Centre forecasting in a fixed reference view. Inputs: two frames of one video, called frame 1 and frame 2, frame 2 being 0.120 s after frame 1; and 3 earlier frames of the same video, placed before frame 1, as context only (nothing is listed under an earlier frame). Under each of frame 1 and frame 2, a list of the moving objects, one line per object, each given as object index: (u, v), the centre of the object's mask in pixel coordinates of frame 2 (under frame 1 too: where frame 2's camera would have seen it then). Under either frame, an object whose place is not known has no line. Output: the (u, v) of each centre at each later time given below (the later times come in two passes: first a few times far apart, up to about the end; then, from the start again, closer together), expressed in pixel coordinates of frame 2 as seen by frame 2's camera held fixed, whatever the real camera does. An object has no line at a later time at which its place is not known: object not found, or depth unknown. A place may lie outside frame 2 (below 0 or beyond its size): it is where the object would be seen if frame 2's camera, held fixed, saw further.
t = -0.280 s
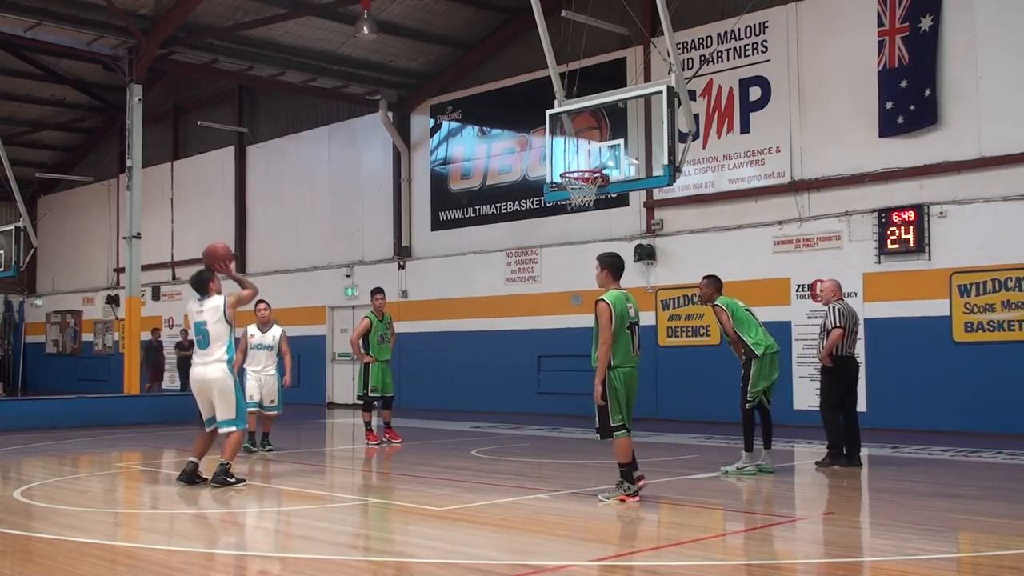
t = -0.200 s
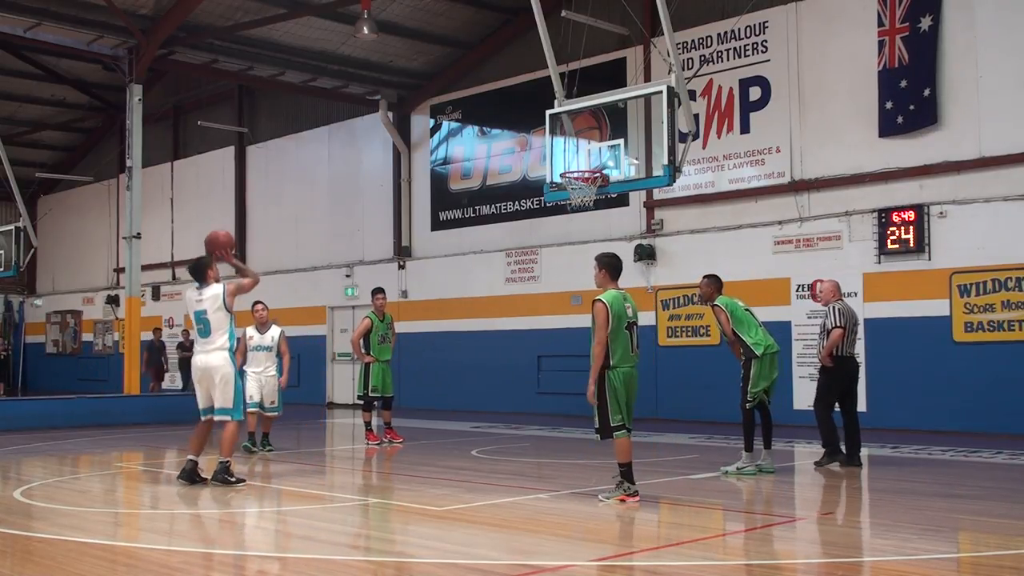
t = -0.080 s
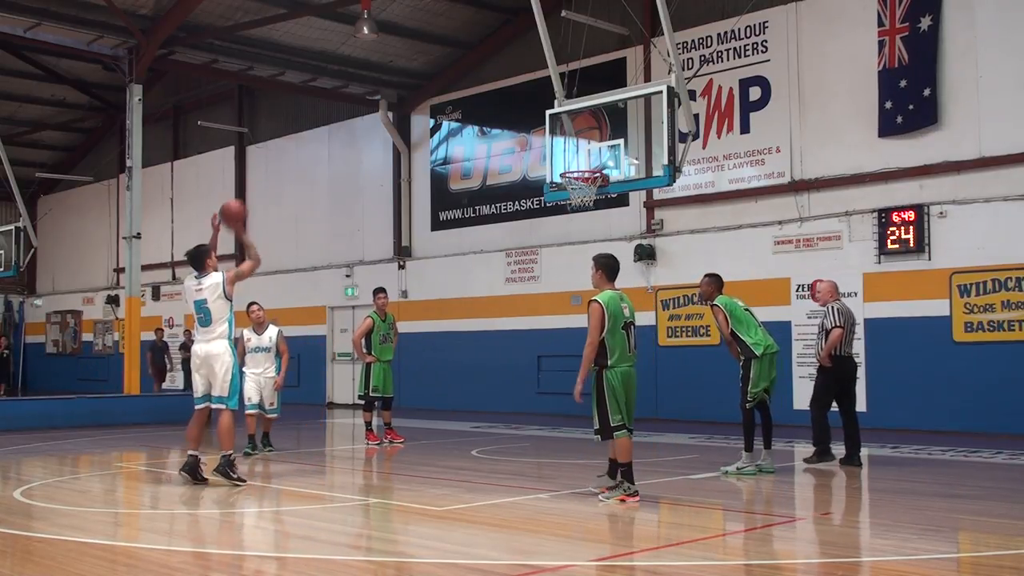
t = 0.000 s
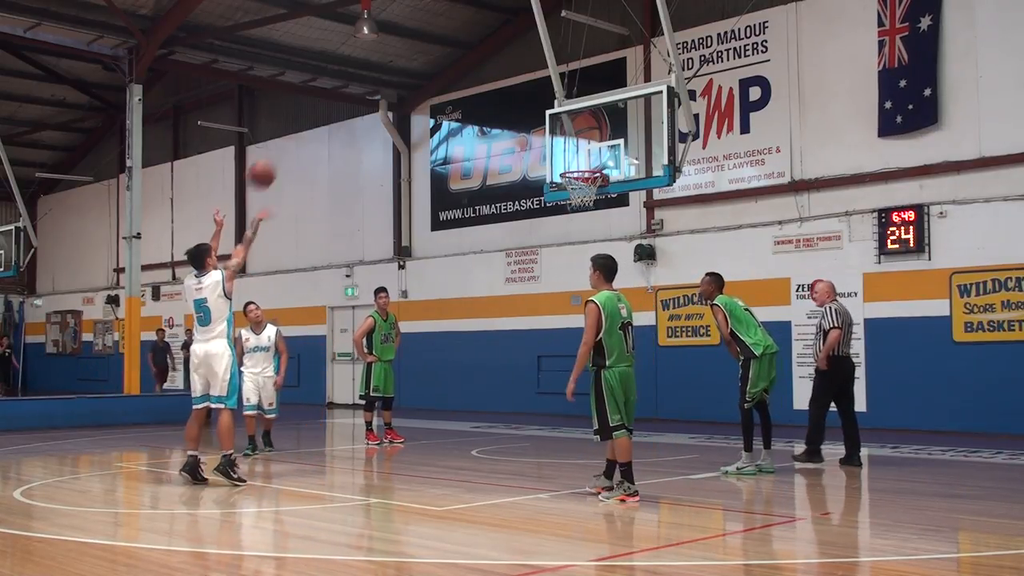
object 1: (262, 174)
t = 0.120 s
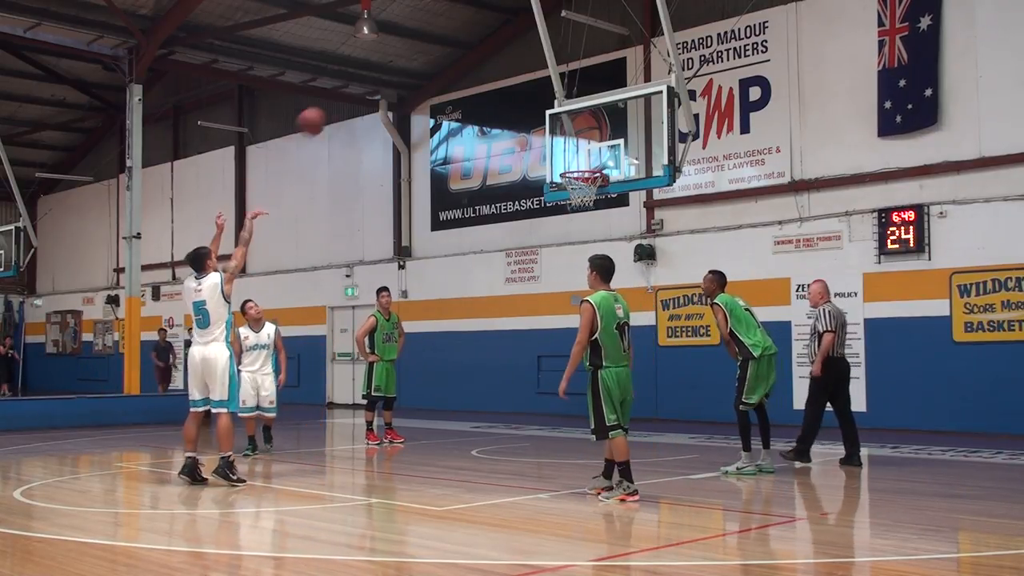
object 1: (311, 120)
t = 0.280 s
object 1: (372, 79)
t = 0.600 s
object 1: (477, 74)
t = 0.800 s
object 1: (535, 116)
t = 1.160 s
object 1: (598, 198)
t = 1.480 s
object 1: (617, 287)
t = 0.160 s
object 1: (327, 106)
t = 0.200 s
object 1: (343, 96)
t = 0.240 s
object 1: (357, 87)
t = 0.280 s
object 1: (372, 79)
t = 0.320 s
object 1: (385, 74)
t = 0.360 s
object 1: (400, 69)
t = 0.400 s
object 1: (414, 67)
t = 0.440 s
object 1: (427, 65)
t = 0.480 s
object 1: (440, 66)
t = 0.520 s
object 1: (453, 67)
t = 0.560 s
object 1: (465, 70)
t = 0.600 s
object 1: (477, 74)
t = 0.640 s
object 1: (489, 80)
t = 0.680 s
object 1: (502, 89)
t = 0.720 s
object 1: (514, 98)
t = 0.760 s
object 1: (525, 107)
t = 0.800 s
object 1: (535, 116)
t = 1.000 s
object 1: (588, 186)
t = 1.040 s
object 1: (590, 189)
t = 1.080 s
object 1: (593, 192)
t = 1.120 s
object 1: (596, 195)
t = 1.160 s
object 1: (598, 198)
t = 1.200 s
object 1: (600, 205)
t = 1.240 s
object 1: (602, 213)
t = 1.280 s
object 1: (605, 221)
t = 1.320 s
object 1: (607, 232)
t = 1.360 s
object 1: (609, 243)
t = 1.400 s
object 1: (612, 256)
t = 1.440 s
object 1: (614, 270)
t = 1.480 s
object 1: (617, 287)
